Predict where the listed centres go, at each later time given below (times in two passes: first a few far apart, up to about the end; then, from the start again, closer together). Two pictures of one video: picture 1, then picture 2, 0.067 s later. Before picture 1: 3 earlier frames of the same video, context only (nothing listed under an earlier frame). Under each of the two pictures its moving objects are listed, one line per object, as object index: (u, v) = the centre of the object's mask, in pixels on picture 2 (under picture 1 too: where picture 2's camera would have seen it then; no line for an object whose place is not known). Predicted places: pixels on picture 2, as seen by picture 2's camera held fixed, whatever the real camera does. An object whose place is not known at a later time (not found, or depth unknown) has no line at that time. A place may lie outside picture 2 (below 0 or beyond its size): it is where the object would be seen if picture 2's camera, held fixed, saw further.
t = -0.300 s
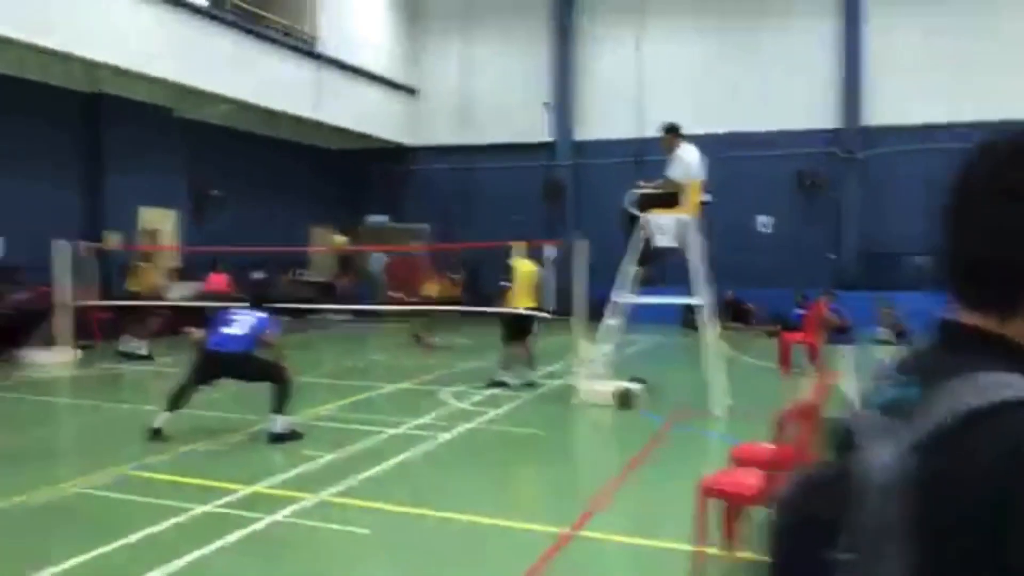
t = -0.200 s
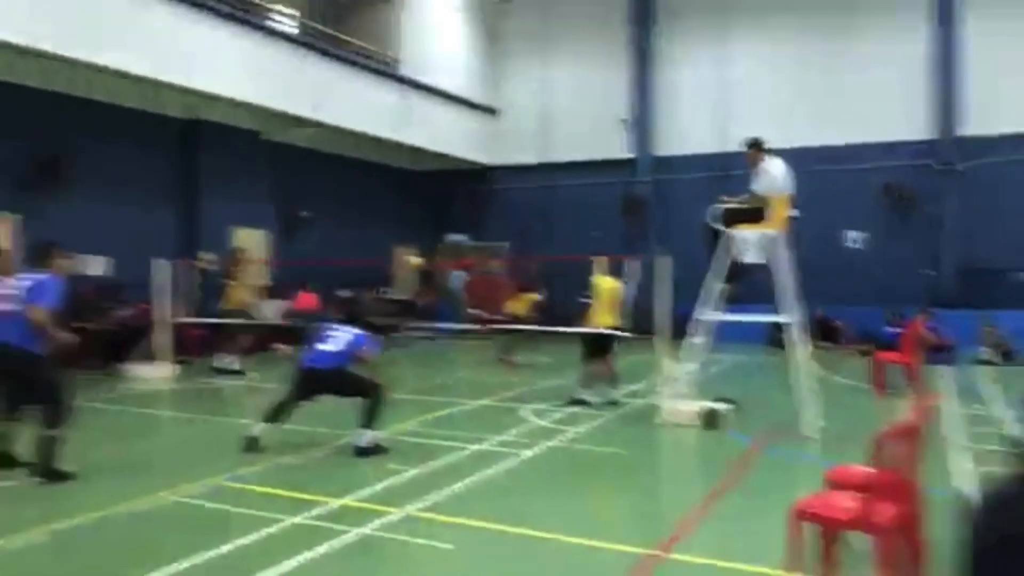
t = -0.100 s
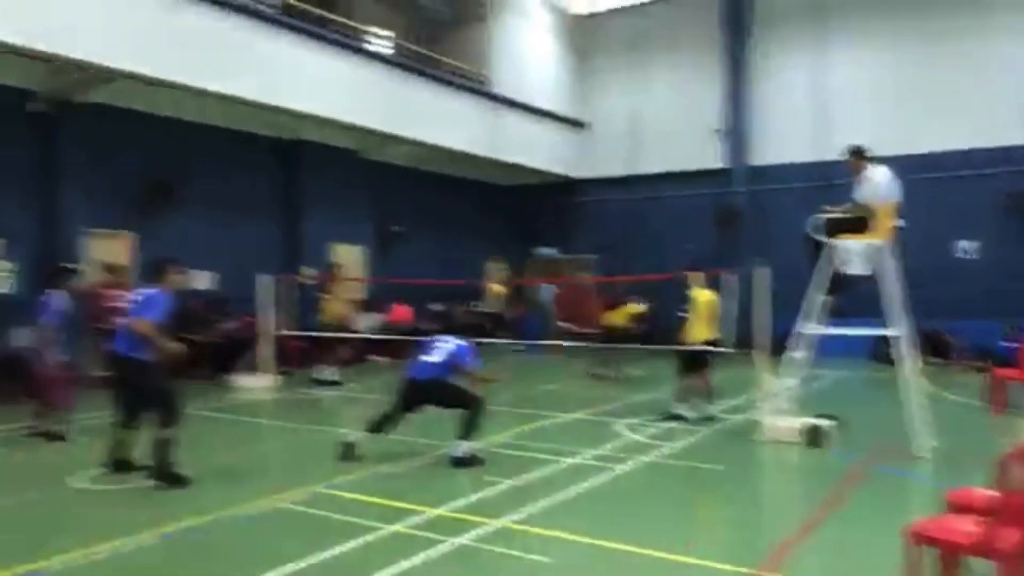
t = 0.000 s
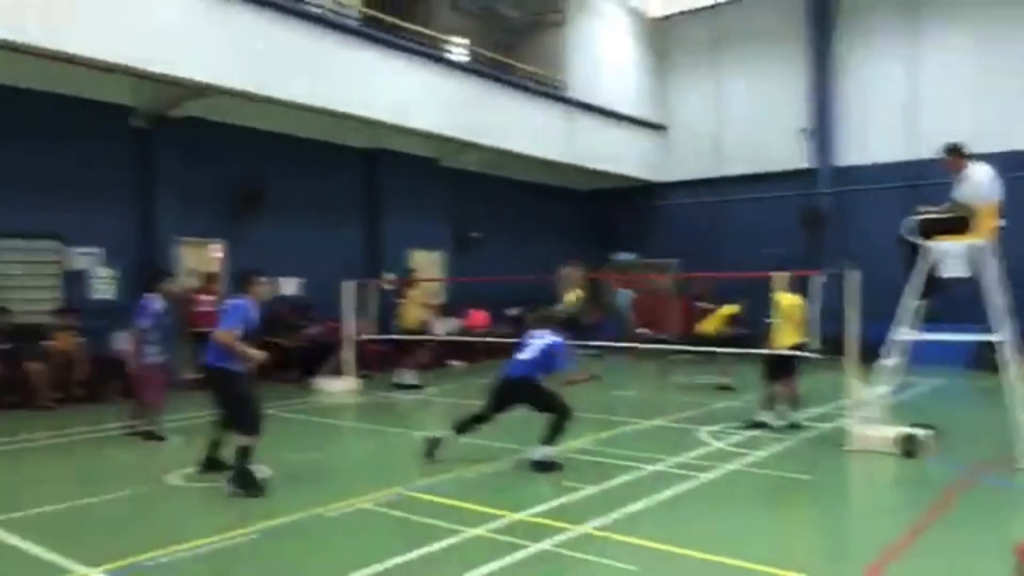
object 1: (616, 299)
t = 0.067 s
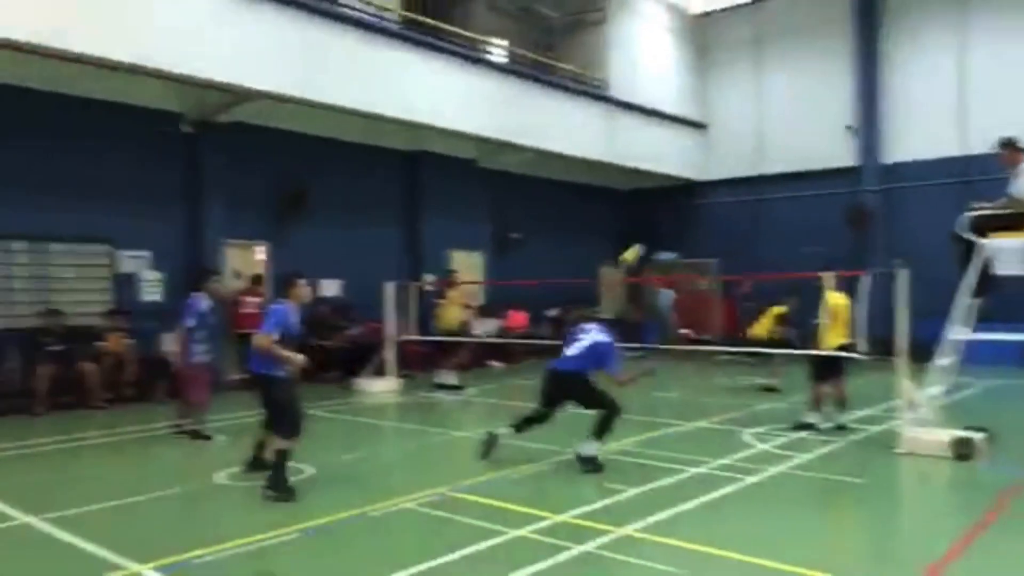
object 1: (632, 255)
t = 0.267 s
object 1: (688, 153)
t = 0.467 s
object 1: (750, 99)
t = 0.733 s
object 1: (834, 97)
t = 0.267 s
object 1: (688, 153)
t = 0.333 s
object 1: (708, 130)
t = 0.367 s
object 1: (718, 121)
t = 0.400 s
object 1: (729, 112)
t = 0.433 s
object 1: (739, 105)
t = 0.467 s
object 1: (750, 99)
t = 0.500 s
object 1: (762, 93)
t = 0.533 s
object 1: (772, 90)
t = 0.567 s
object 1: (782, 87)
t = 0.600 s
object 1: (792, 86)
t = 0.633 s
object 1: (803, 86)
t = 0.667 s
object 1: (813, 88)
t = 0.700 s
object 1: (823, 91)
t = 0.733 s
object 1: (834, 97)
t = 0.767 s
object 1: (844, 101)
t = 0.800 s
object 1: (853, 107)
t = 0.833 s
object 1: (864, 115)
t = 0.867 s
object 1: (875, 123)
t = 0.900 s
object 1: (884, 133)
